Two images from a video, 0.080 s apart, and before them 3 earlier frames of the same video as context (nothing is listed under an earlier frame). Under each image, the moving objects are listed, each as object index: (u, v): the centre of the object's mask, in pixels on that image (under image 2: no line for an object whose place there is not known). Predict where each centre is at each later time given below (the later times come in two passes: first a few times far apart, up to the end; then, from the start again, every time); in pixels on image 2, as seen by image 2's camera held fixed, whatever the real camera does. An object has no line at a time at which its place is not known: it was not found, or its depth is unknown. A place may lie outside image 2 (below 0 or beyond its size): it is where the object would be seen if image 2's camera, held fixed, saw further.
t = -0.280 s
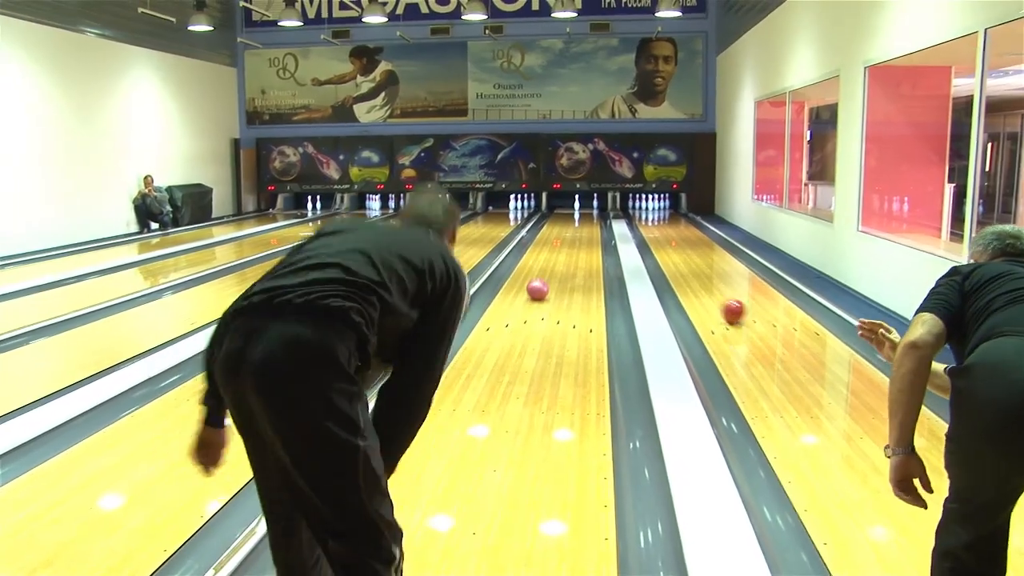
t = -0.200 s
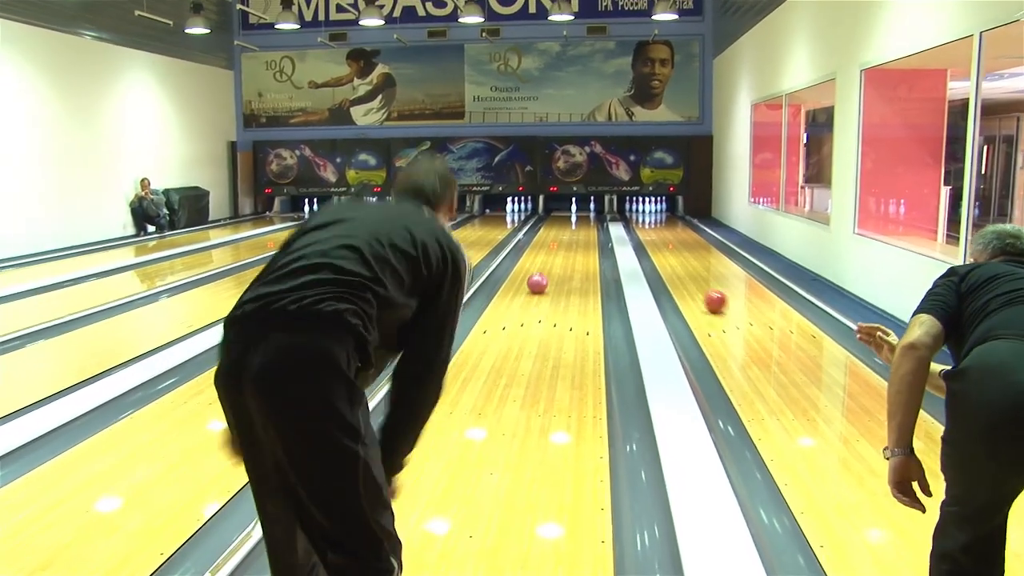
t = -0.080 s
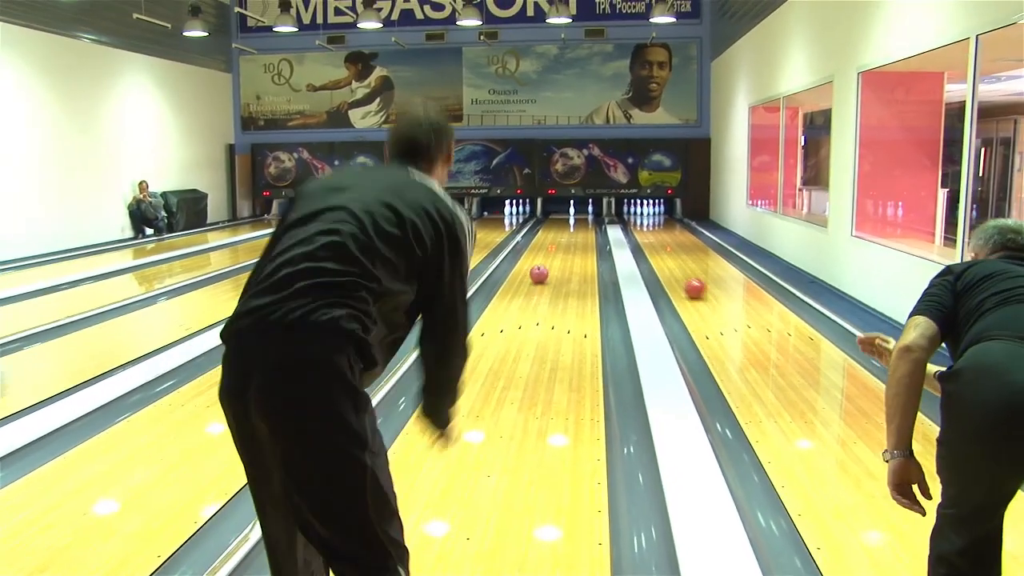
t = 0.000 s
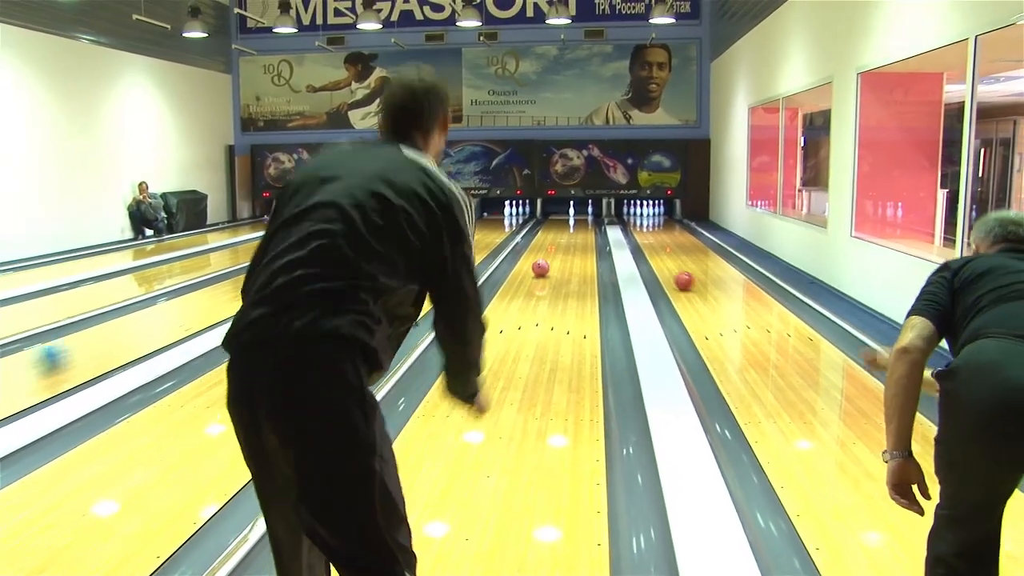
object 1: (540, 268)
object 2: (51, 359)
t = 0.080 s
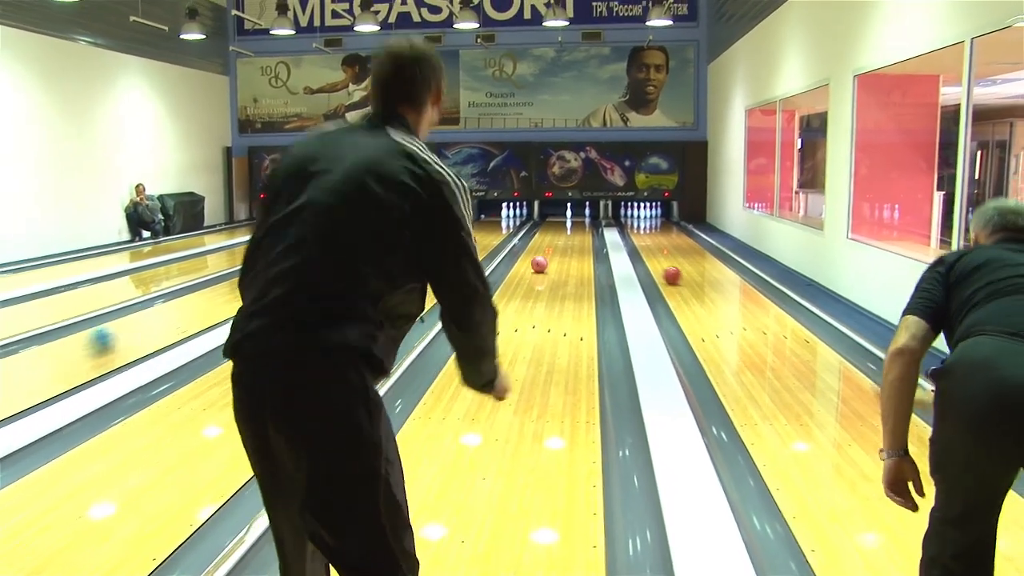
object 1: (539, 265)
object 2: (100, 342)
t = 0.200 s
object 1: (541, 256)
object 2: (165, 315)
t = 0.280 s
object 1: (543, 252)
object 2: (200, 302)
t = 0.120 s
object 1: (540, 262)
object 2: (125, 332)
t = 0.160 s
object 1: (541, 259)
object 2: (146, 322)
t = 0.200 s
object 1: (541, 256)
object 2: (165, 315)
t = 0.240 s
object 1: (542, 254)
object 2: (184, 308)
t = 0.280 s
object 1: (543, 252)
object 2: (200, 302)
